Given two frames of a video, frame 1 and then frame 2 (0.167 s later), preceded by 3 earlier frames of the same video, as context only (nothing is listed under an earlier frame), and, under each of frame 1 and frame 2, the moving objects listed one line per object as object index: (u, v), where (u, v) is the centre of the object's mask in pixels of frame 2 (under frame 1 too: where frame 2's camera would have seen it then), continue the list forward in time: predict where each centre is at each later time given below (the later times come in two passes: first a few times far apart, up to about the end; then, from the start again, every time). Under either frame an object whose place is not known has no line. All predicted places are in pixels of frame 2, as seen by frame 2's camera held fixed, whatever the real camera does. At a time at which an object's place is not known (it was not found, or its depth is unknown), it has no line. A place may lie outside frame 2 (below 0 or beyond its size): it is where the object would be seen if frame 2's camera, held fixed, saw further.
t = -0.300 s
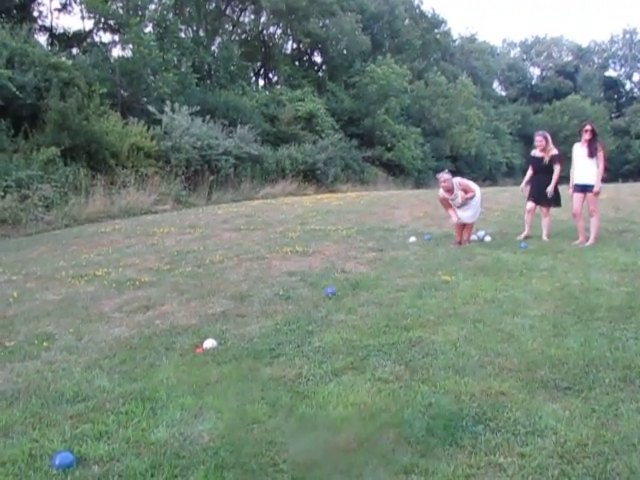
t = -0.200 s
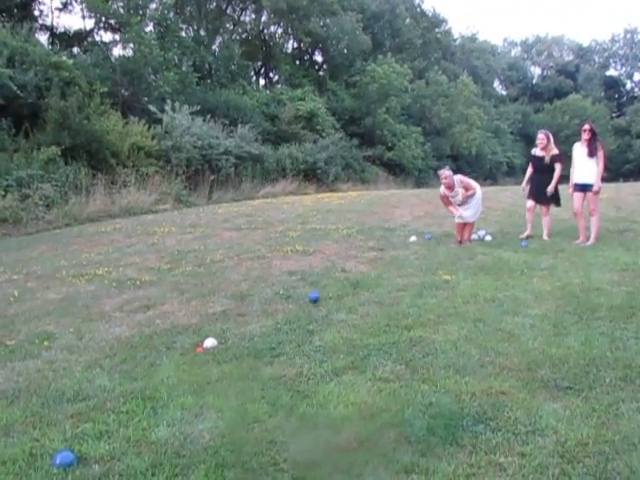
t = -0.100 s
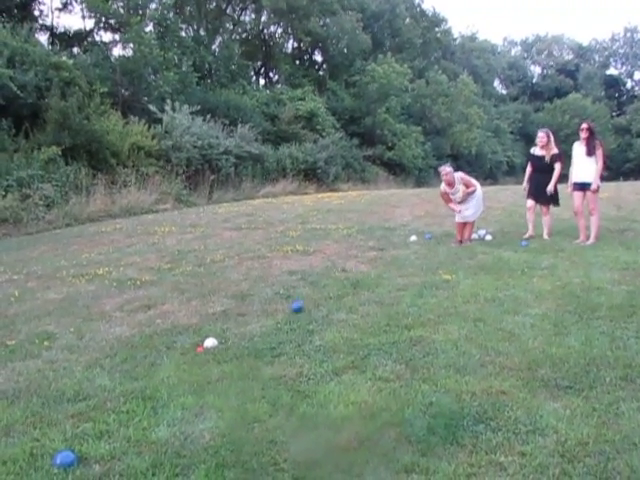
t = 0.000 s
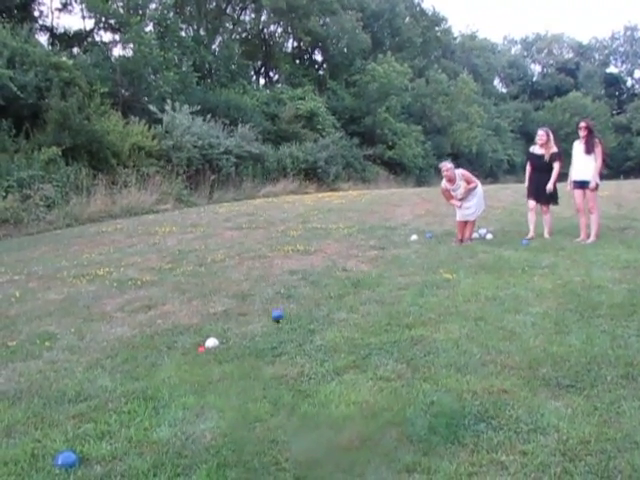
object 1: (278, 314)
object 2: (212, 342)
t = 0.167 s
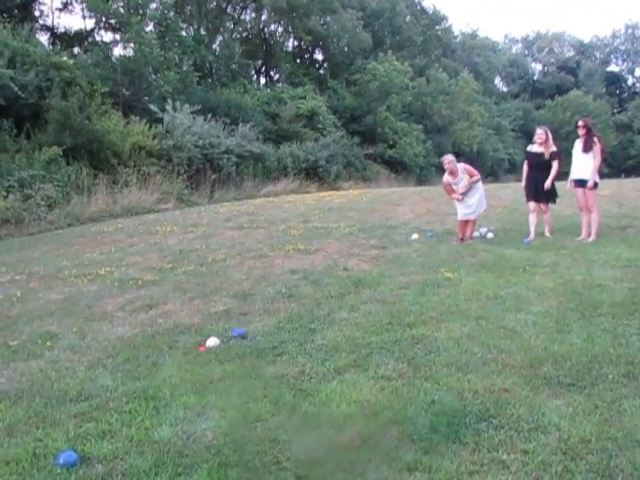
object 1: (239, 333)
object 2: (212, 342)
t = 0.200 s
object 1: (229, 335)
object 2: (212, 342)
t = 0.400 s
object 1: (227, 346)
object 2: (183, 345)
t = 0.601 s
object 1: (215, 358)
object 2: (158, 348)
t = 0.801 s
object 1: (205, 368)
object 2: (145, 351)
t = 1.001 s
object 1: (201, 378)
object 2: (142, 354)
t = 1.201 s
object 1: (199, 389)
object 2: (144, 354)
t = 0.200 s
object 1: (229, 335)
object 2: (212, 342)
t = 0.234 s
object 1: (226, 336)
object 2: (208, 342)
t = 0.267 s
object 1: (226, 336)
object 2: (203, 340)
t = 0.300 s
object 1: (226, 337)
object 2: (198, 340)
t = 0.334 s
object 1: (227, 338)
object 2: (194, 341)
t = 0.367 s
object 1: (227, 341)
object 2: (188, 342)
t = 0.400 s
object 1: (227, 346)
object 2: (183, 345)
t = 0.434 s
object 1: (226, 347)
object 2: (178, 346)
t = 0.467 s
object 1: (225, 347)
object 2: (174, 346)
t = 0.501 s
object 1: (221, 351)
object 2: (170, 346)
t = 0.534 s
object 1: (220, 353)
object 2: (166, 347)
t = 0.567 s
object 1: (218, 356)
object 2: (162, 348)
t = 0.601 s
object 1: (215, 358)
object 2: (158, 348)
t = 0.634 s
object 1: (214, 359)
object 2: (155, 349)
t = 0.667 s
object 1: (212, 360)
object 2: (153, 349)
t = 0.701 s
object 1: (210, 363)
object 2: (150, 350)
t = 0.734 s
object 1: (208, 364)
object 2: (149, 350)
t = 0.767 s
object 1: (207, 366)
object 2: (147, 351)
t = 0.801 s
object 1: (205, 368)
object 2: (145, 351)
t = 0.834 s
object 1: (204, 371)
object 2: (144, 352)
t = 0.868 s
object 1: (204, 372)
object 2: (144, 352)
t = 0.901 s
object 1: (203, 373)
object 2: (143, 353)
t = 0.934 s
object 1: (202, 375)
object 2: (142, 354)
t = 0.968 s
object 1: (202, 376)
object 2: (142, 354)
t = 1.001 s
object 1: (201, 378)
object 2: (142, 354)
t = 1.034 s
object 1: (200, 383)
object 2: (142, 354)
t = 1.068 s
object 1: (200, 384)
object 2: (143, 354)
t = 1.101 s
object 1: (200, 384)
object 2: (143, 354)
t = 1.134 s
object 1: (200, 385)
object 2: (144, 354)
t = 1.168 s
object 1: (199, 387)
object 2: (144, 355)
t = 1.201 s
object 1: (199, 389)
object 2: (144, 354)
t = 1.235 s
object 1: (199, 390)
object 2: (144, 354)
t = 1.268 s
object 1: (199, 391)
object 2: (144, 354)
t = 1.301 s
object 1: (199, 391)
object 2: (145, 354)
